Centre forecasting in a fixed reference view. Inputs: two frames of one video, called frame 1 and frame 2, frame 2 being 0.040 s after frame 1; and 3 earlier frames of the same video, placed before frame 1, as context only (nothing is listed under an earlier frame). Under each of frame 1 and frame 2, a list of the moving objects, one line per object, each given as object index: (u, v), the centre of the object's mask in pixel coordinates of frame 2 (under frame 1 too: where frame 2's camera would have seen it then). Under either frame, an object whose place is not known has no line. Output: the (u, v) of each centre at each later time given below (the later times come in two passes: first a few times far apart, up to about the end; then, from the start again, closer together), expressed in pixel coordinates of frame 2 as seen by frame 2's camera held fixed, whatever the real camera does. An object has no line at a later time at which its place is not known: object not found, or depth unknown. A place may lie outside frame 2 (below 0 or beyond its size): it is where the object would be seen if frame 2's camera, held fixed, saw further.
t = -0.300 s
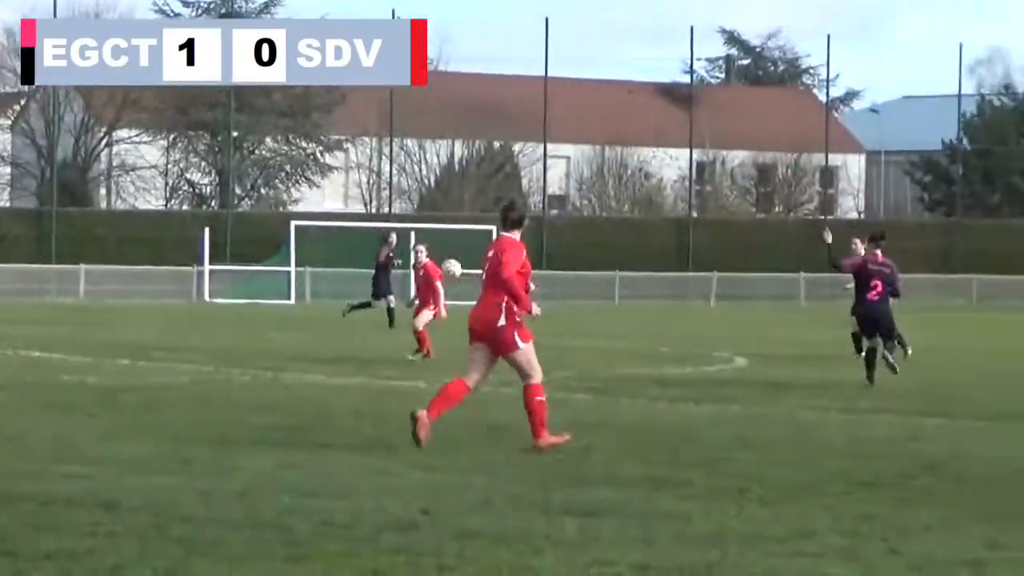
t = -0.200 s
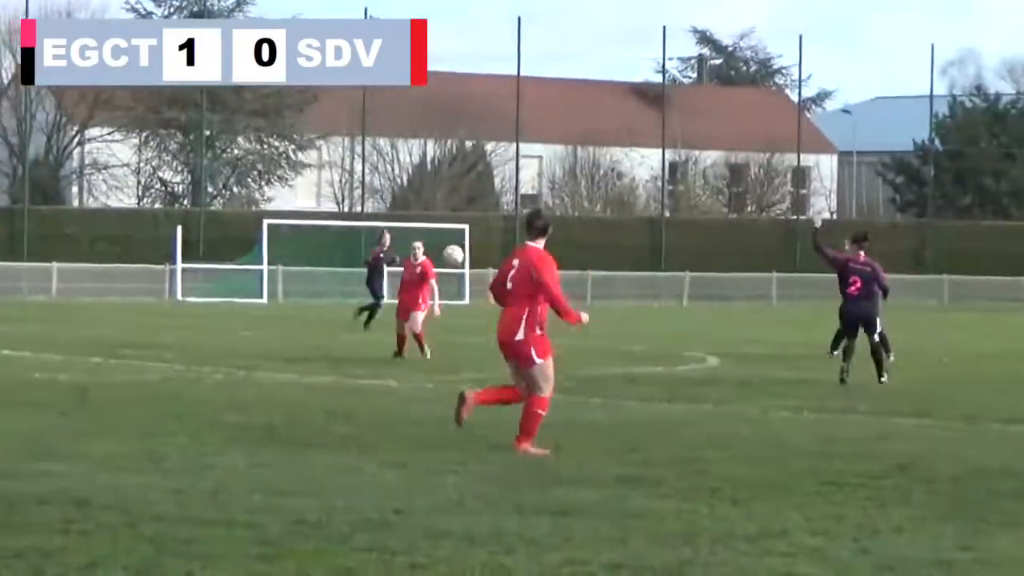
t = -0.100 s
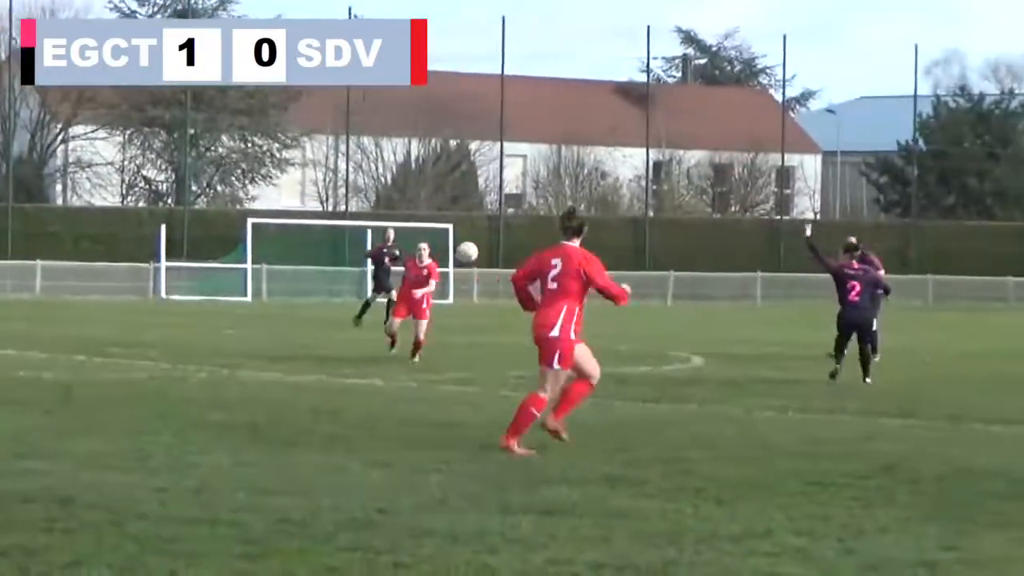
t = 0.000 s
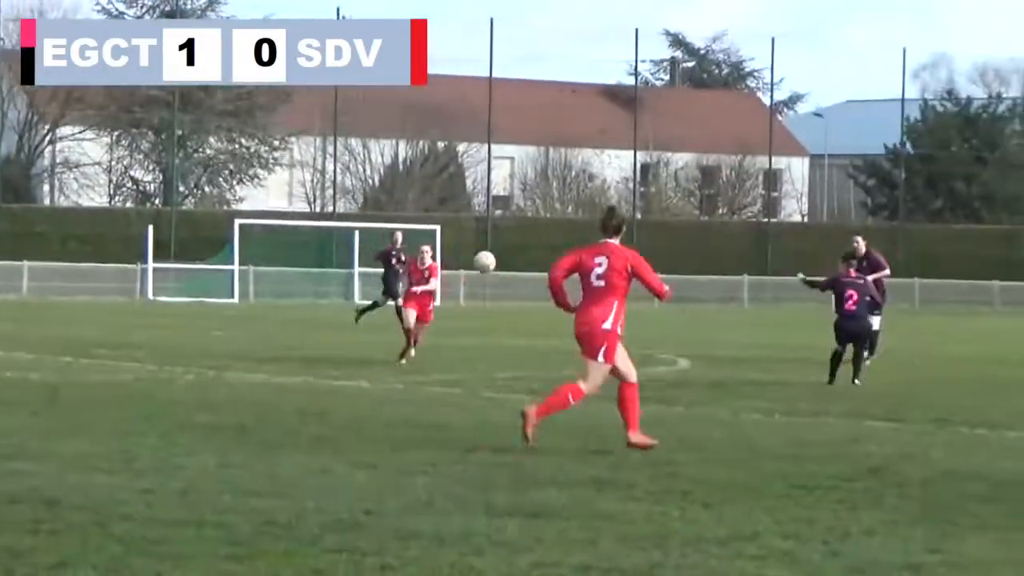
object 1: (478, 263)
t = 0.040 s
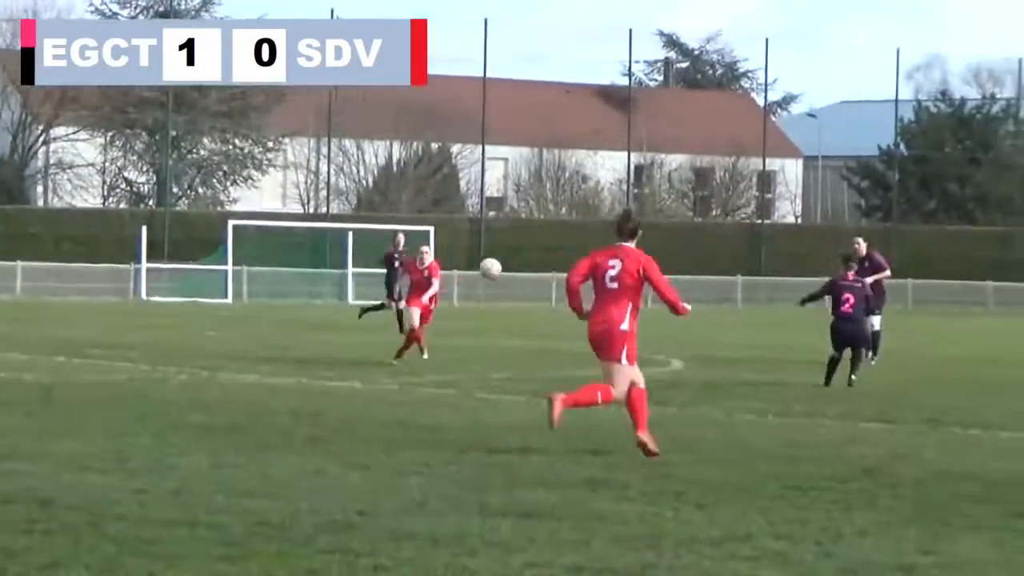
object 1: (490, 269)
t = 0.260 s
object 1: (558, 336)
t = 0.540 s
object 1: (646, 328)
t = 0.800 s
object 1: (730, 318)
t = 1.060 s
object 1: (821, 385)
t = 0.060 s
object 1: (497, 273)
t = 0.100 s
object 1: (510, 281)
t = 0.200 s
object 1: (540, 311)
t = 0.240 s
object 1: (552, 327)
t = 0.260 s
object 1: (558, 336)
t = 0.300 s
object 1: (571, 353)
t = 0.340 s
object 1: (584, 373)
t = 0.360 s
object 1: (590, 376)
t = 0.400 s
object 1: (601, 364)
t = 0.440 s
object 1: (614, 351)
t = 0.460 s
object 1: (620, 345)
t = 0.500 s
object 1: (633, 336)
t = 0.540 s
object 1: (646, 328)
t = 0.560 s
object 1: (652, 325)
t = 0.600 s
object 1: (665, 319)
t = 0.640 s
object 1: (678, 315)
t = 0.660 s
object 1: (685, 314)
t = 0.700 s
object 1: (697, 313)
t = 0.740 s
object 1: (710, 314)
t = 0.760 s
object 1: (714, 314)
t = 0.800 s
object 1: (730, 318)
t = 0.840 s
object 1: (744, 323)
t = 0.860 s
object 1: (751, 326)
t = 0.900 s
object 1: (763, 334)
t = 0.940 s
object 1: (778, 344)
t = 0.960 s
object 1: (786, 349)
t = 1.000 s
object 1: (800, 362)
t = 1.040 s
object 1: (814, 378)
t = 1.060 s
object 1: (821, 385)
